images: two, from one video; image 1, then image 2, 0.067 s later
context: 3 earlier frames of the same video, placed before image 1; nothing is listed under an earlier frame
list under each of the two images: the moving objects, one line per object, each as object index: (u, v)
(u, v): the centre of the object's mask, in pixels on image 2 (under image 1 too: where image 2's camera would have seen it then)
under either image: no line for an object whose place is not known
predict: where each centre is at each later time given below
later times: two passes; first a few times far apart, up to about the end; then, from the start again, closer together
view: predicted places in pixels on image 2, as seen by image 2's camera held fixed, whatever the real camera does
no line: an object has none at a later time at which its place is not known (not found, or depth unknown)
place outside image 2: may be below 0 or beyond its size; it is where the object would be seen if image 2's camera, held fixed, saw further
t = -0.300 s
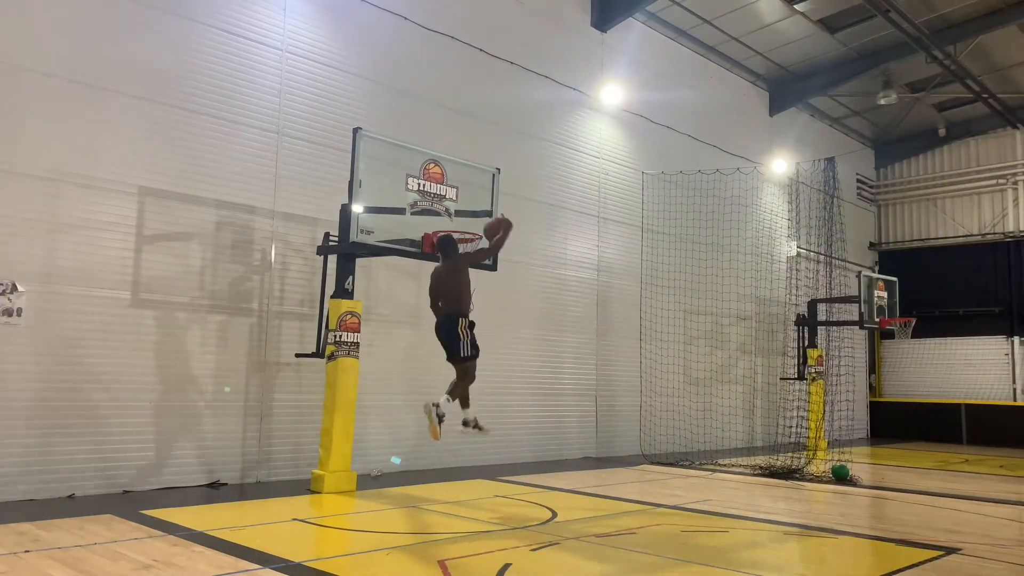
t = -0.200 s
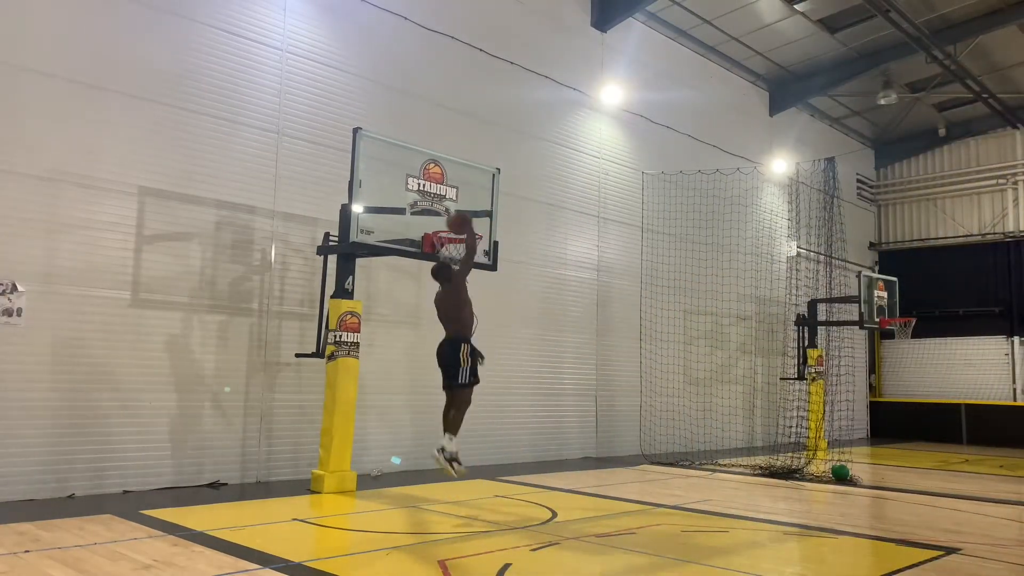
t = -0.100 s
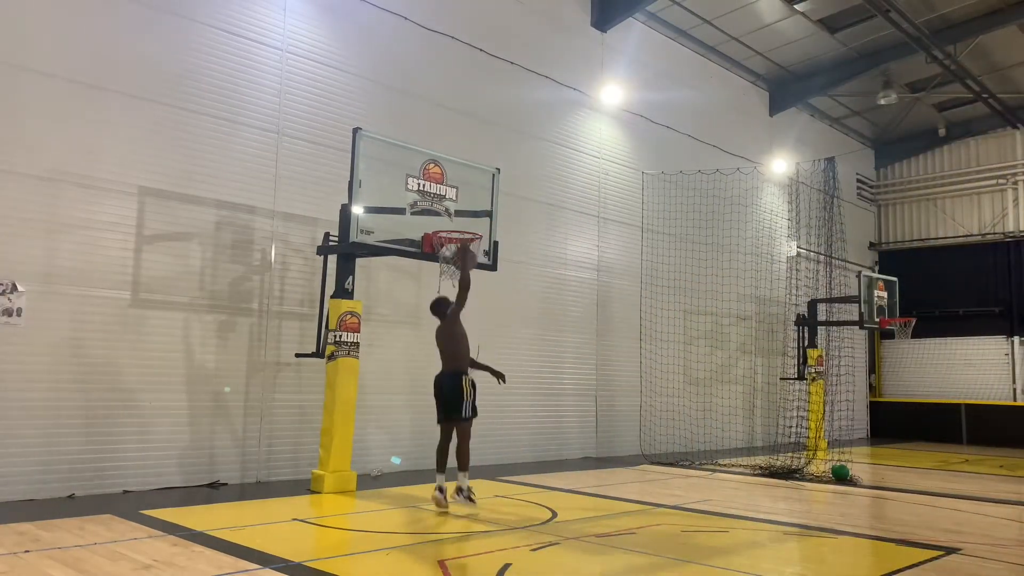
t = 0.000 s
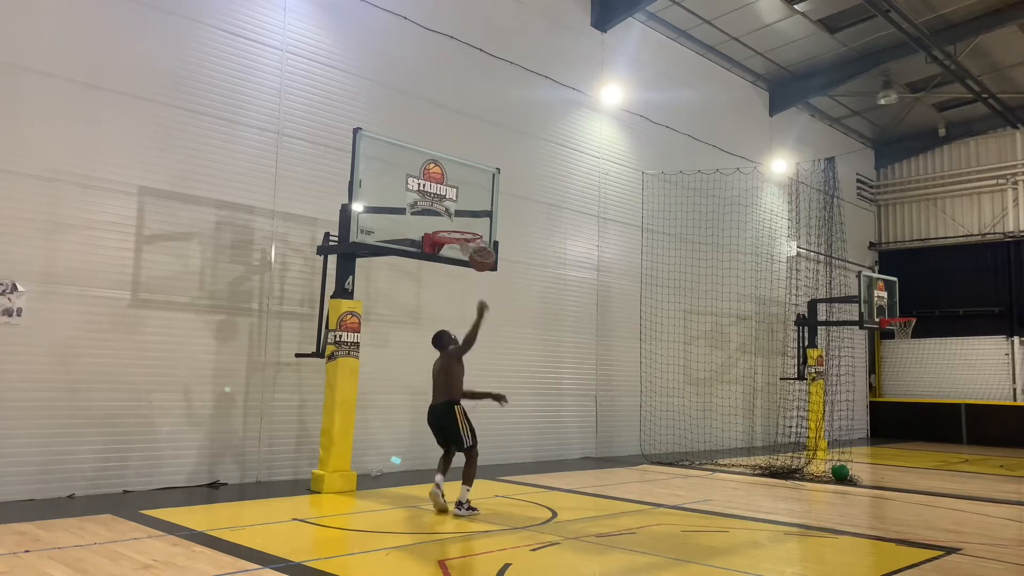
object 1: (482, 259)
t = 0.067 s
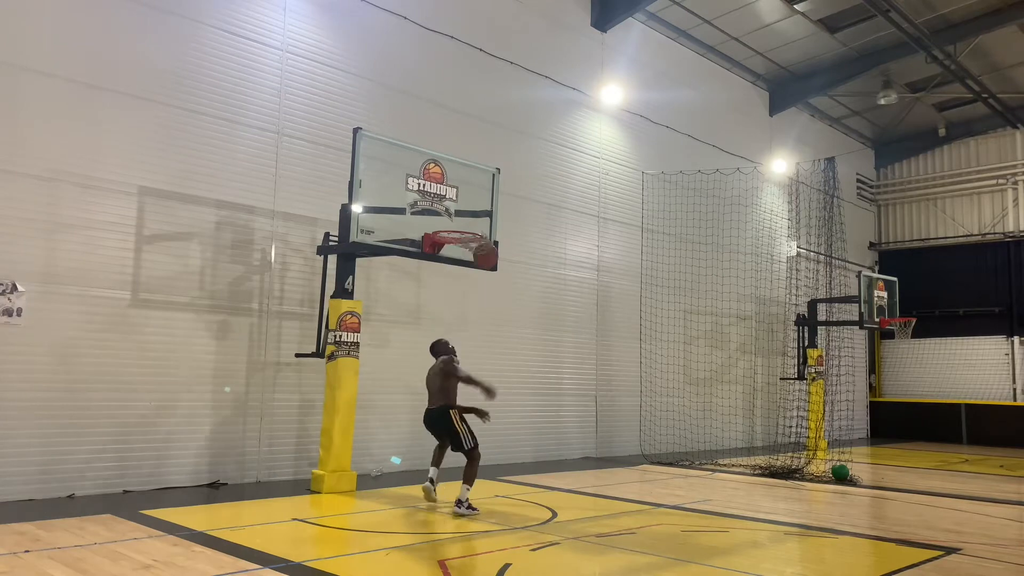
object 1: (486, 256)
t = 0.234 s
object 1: (495, 268)
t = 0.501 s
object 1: (509, 350)
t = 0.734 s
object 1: (523, 505)
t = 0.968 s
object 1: (513, 406)
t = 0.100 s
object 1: (487, 256)
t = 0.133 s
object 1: (489, 258)
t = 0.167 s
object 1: (491, 260)
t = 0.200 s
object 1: (493, 263)
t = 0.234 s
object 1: (495, 268)
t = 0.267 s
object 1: (497, 274)
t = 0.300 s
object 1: (499, 280)
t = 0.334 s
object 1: (501, 289)
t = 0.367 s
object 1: (502, 299)
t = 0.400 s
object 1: (504, 309)
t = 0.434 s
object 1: (506, 323)
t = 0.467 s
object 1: (508, 336)
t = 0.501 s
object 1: (509, 350)
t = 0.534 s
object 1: (511, 369)
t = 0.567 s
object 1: (513, 387)
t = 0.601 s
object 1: (515, 405)
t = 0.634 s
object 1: (517, 430)
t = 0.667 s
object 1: (519, 452)
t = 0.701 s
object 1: (521, 476)
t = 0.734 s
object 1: (523, 505)
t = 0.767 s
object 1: (523, 509)
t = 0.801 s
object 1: (522, 488)
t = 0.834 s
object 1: (520, 468)
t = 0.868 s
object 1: (518, 451)
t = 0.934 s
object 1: (514, 419)
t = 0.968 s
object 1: (513, 406)
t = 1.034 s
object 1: (509, 382)
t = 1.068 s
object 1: (507, 373)
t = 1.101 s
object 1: (505, 364)
